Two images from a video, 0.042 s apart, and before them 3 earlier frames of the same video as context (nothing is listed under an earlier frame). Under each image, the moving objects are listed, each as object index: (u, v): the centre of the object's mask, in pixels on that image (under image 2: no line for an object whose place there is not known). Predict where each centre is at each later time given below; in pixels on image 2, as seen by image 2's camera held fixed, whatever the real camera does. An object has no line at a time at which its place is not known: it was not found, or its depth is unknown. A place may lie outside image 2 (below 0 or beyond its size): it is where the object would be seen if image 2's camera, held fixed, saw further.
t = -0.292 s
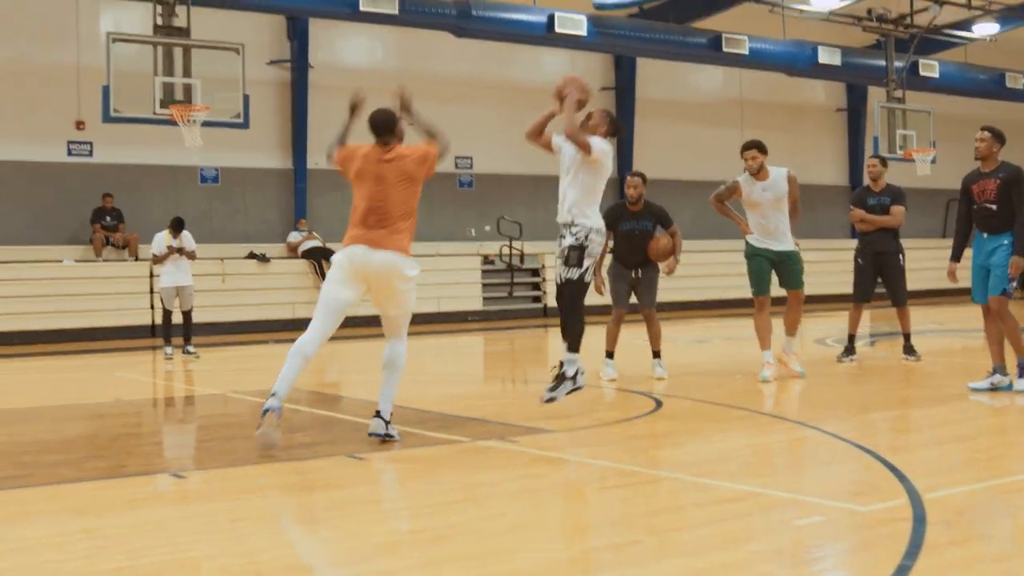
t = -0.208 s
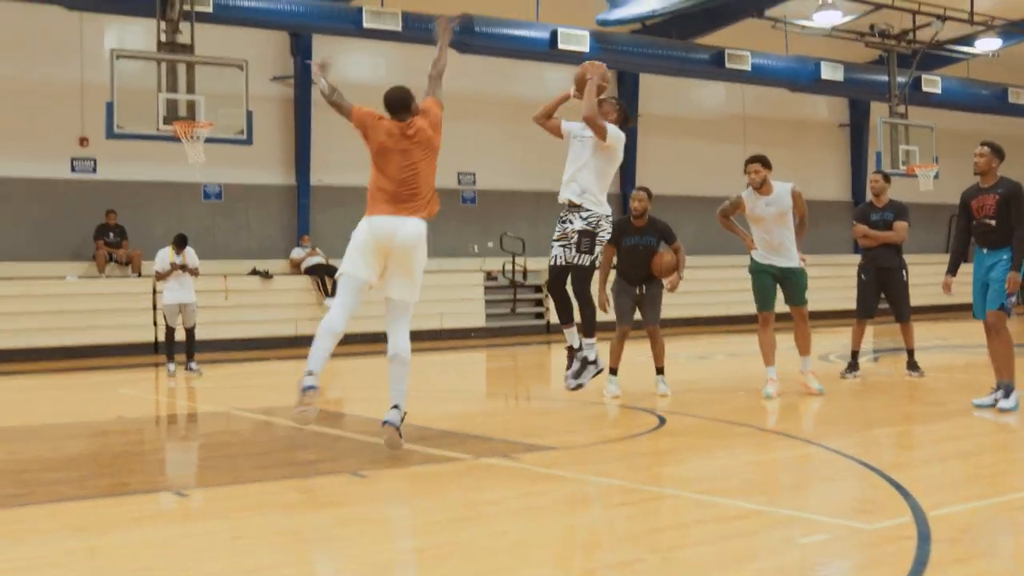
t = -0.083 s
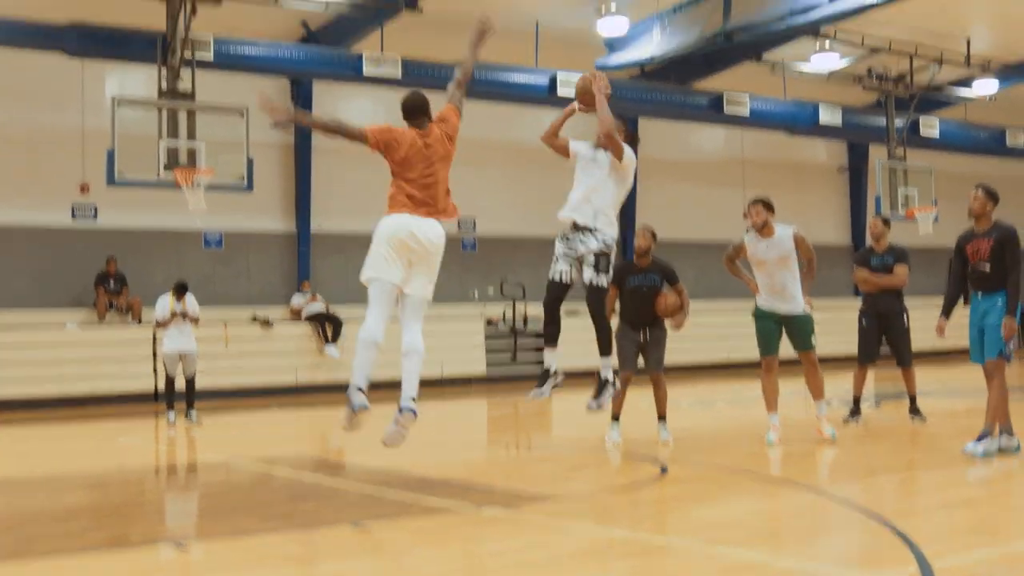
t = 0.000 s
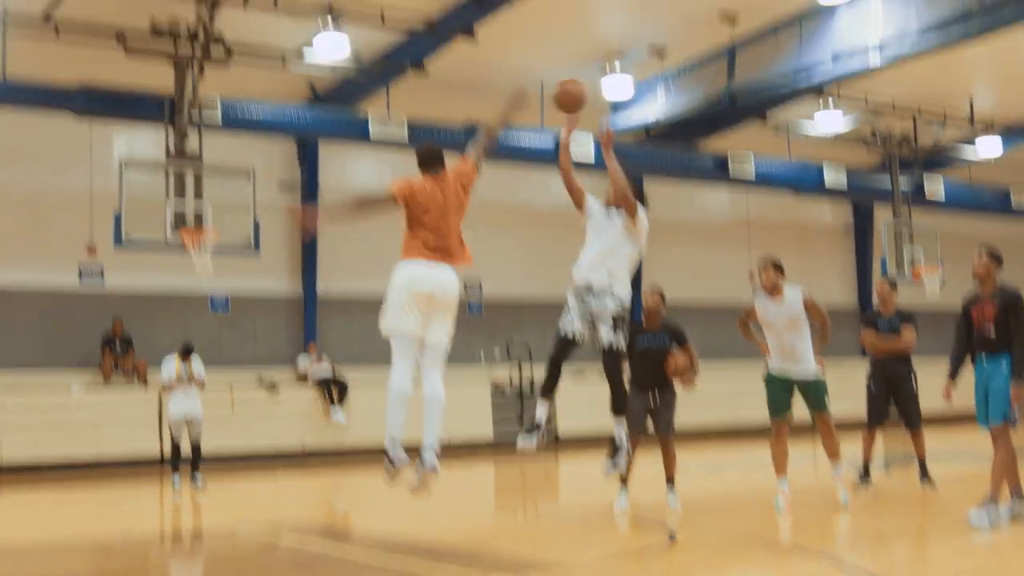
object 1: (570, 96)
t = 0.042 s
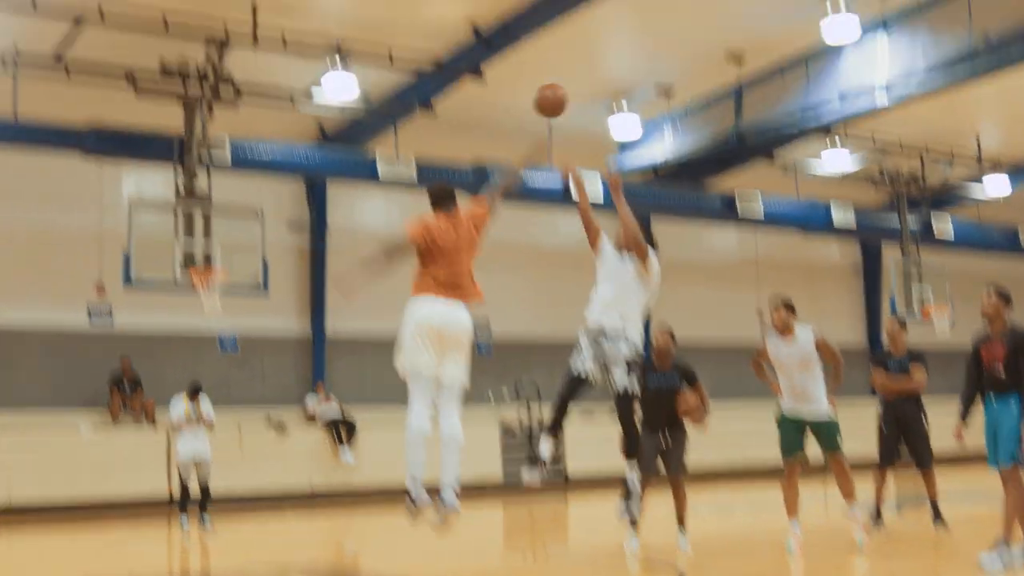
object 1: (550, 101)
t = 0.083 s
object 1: (522, 66)
